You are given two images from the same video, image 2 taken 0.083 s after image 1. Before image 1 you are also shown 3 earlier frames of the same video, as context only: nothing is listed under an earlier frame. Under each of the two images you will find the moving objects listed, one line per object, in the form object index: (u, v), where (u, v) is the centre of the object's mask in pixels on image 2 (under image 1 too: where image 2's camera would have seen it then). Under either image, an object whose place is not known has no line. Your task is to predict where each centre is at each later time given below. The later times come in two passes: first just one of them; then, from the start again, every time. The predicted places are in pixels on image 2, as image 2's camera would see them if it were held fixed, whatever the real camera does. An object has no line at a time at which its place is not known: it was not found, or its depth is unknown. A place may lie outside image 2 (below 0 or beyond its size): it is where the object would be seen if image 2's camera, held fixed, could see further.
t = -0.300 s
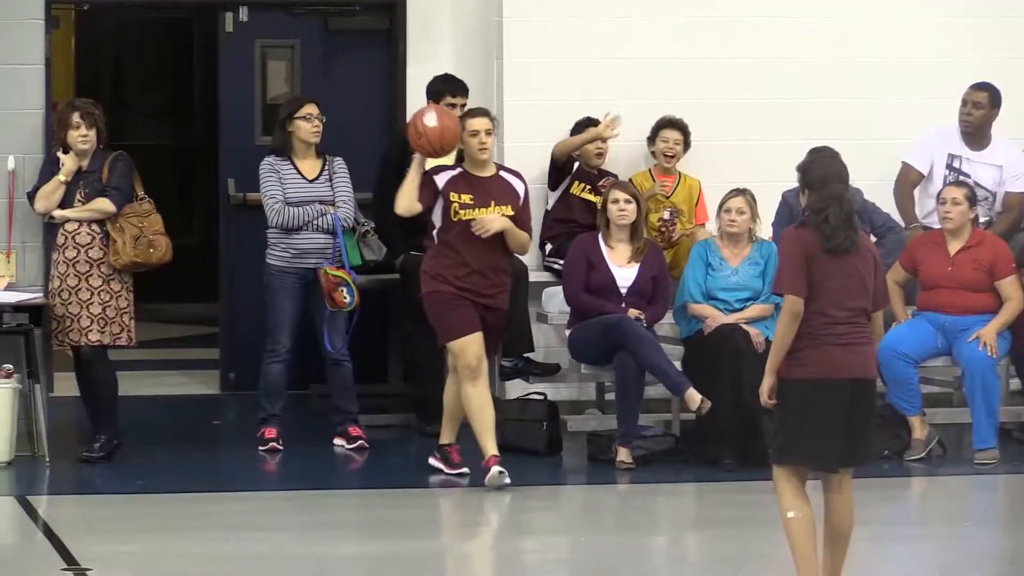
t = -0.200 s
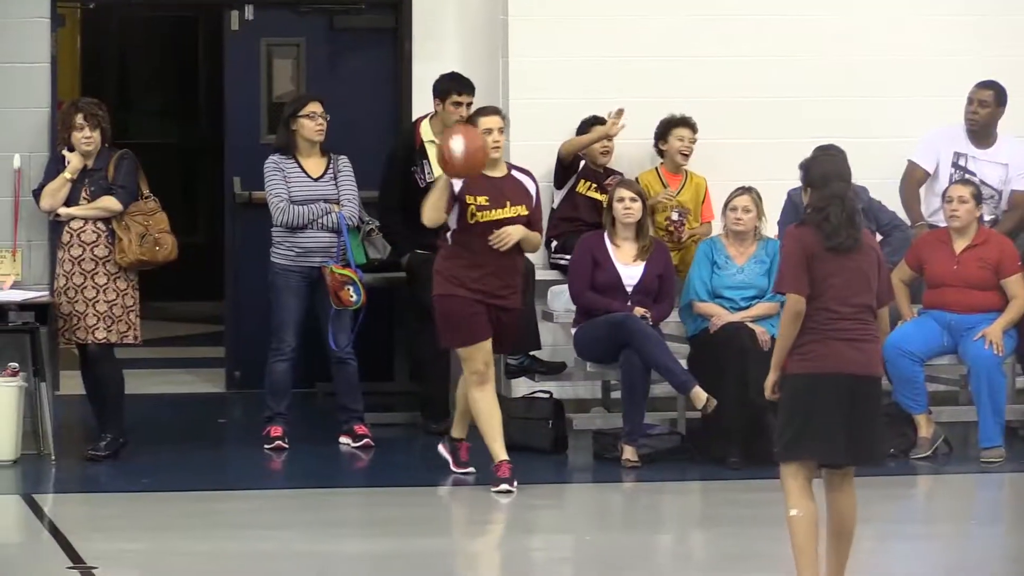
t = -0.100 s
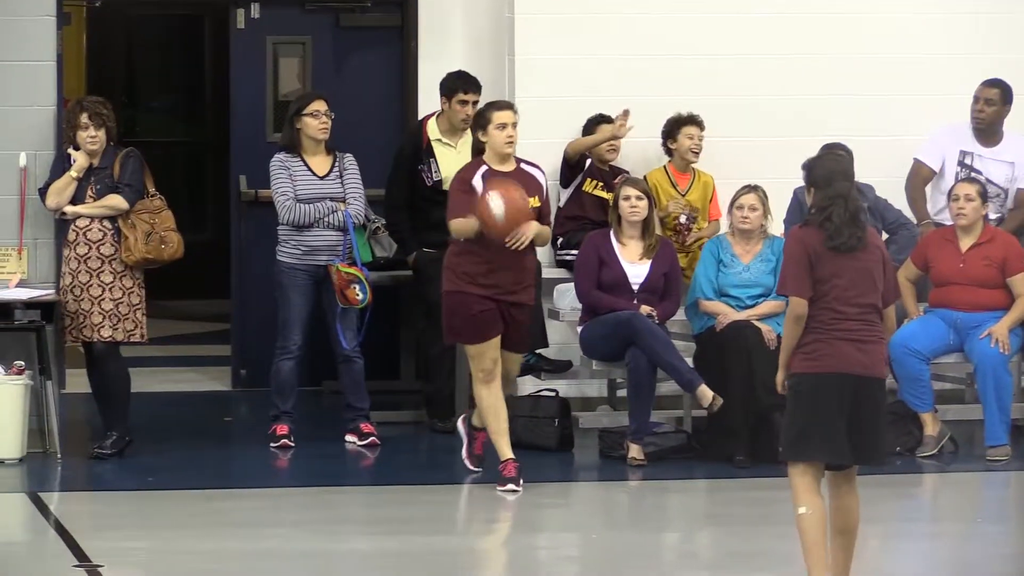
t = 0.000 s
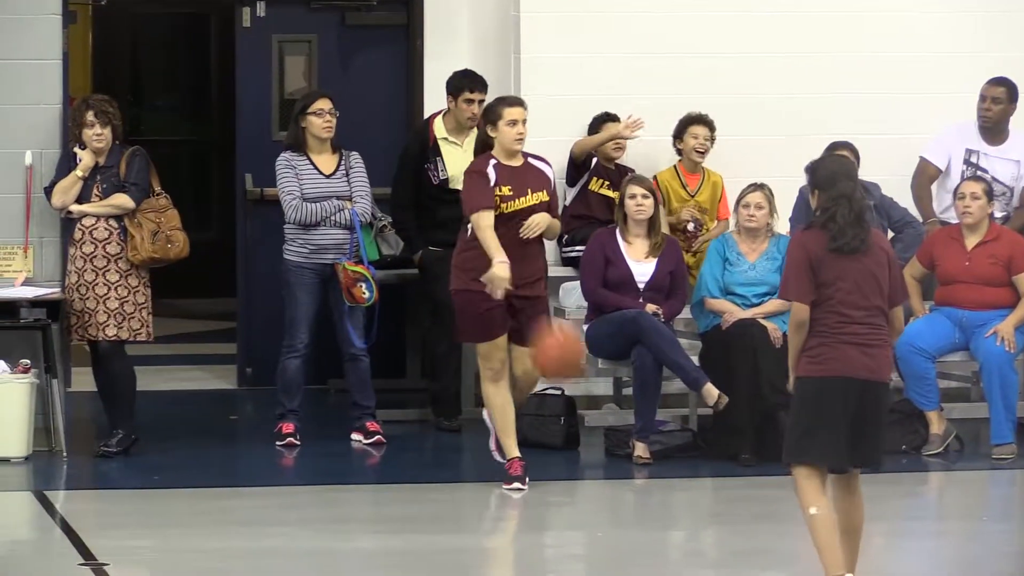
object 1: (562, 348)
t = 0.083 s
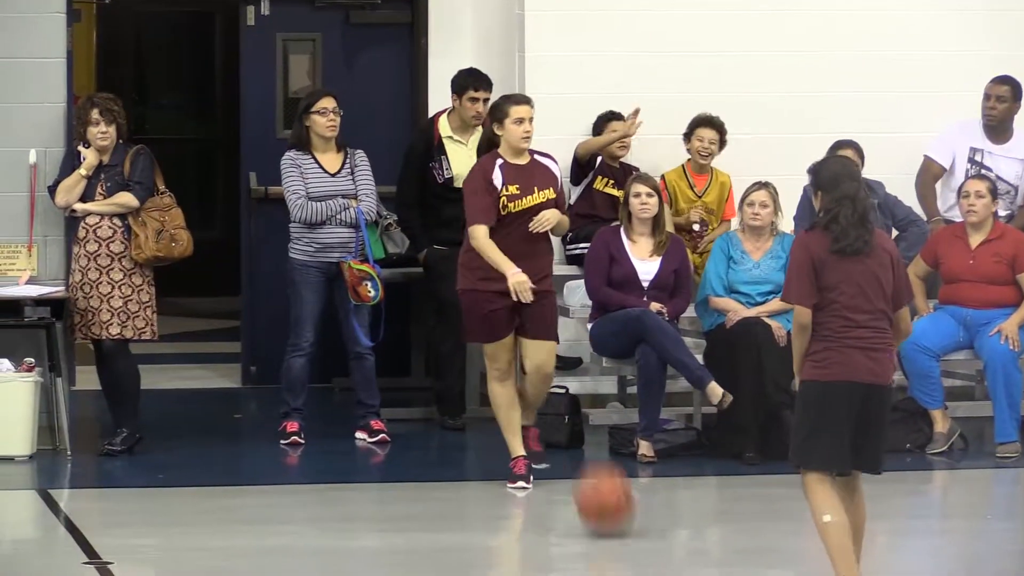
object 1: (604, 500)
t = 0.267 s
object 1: (651, 317)
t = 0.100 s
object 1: (610, 500)
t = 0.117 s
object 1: (614, 479)
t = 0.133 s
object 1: (617, 458)
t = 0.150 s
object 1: (622, 439)
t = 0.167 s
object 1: (626, 421)
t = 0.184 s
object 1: (631, 403)
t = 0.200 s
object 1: (635, 382)
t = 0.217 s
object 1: (638, 365)
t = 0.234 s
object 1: (643, 349)
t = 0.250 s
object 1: (646, 334)
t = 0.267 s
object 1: (651, 317)
